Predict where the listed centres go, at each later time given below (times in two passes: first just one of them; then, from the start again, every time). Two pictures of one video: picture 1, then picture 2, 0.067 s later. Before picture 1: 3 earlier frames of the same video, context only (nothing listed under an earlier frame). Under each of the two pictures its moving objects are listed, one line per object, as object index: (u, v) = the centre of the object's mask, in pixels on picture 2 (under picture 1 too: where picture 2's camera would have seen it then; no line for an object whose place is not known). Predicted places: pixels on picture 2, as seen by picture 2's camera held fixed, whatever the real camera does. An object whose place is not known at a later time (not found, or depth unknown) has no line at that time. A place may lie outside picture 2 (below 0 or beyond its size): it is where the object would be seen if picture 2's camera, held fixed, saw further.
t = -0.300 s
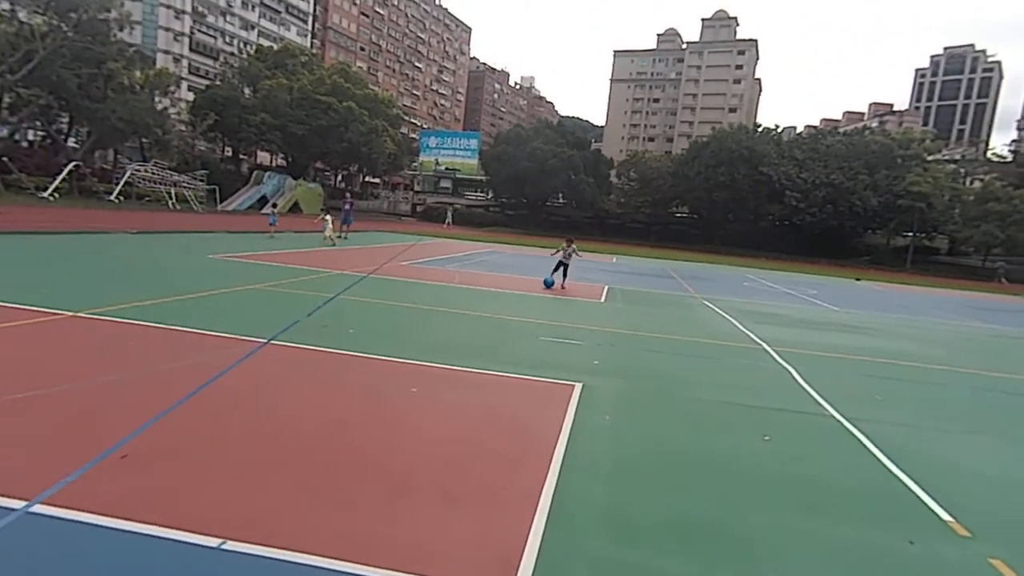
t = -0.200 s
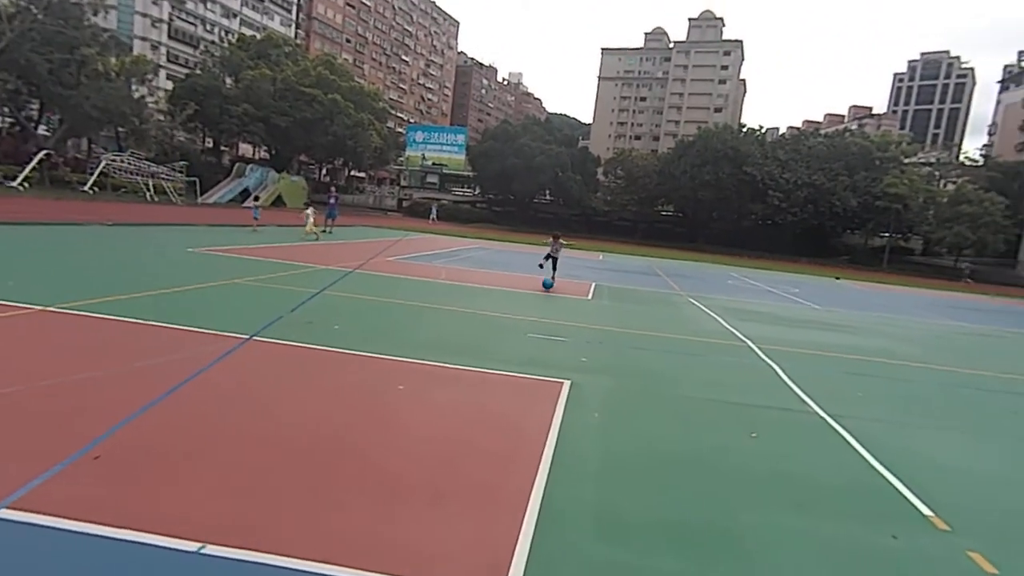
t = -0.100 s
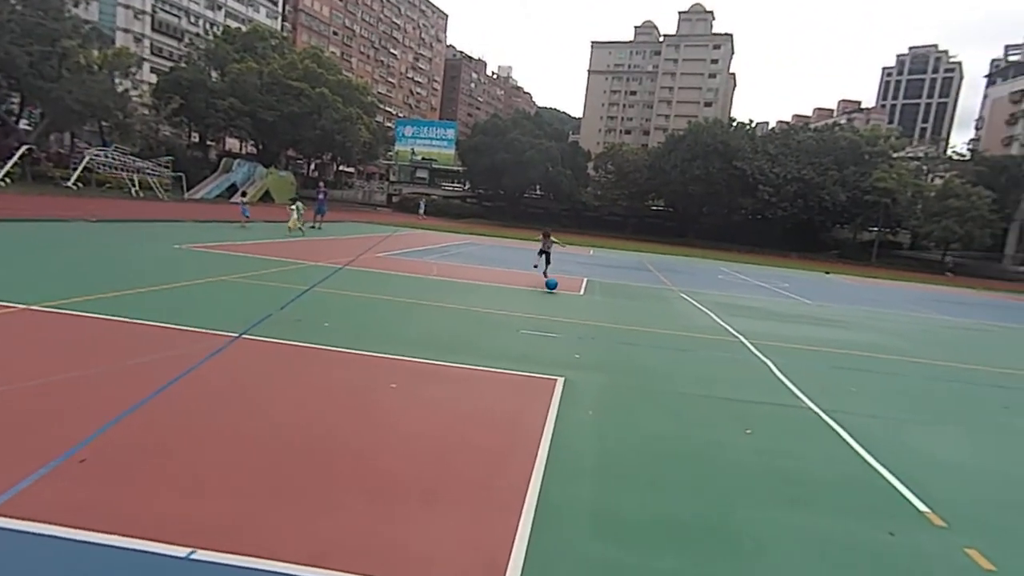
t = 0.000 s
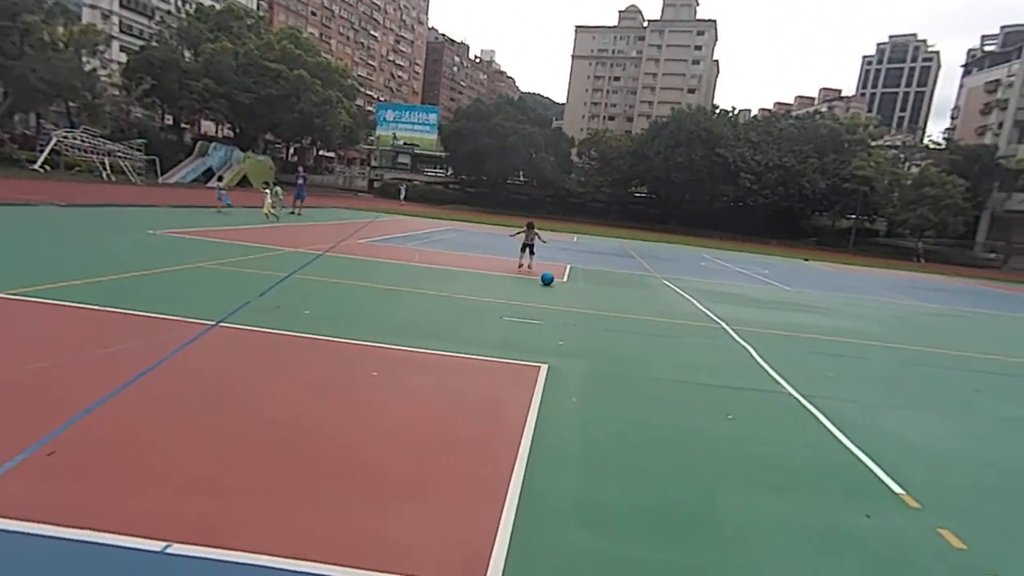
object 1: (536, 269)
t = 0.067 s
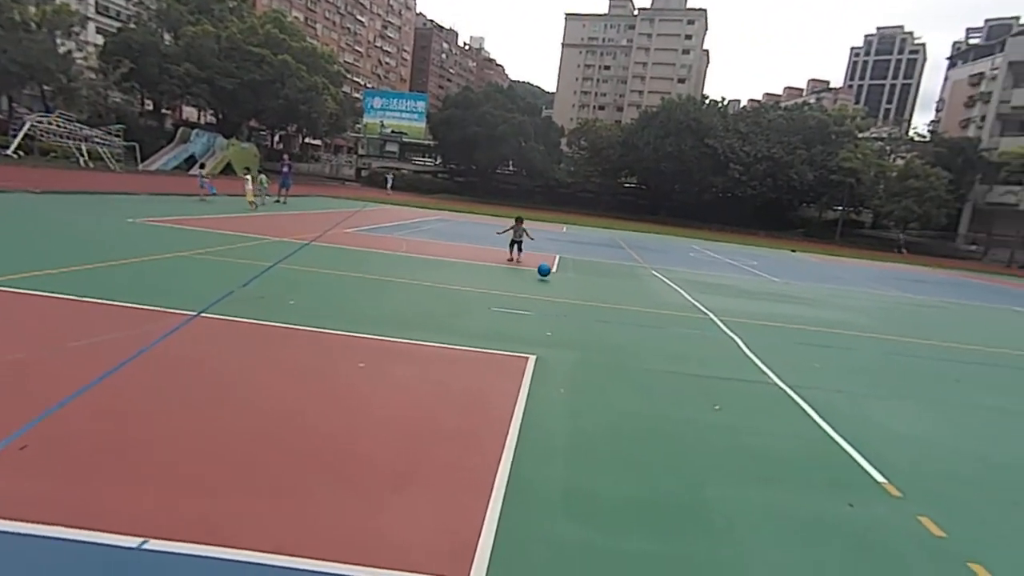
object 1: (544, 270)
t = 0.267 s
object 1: (569, 283)
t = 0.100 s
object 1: (548, 271)
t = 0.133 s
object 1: (551, 274)
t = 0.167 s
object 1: (552, 276)
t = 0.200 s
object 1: (556, 279)
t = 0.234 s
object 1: (563, 282)
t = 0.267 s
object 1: (569, 283)
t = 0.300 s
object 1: (573, 284)
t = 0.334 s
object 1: (578, 286)
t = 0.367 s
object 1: (582, 289)
